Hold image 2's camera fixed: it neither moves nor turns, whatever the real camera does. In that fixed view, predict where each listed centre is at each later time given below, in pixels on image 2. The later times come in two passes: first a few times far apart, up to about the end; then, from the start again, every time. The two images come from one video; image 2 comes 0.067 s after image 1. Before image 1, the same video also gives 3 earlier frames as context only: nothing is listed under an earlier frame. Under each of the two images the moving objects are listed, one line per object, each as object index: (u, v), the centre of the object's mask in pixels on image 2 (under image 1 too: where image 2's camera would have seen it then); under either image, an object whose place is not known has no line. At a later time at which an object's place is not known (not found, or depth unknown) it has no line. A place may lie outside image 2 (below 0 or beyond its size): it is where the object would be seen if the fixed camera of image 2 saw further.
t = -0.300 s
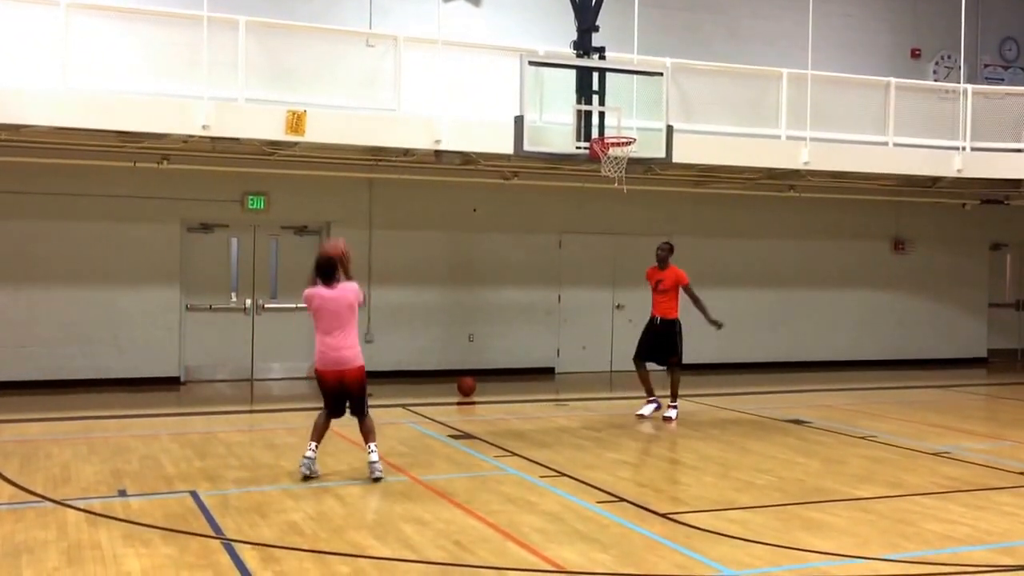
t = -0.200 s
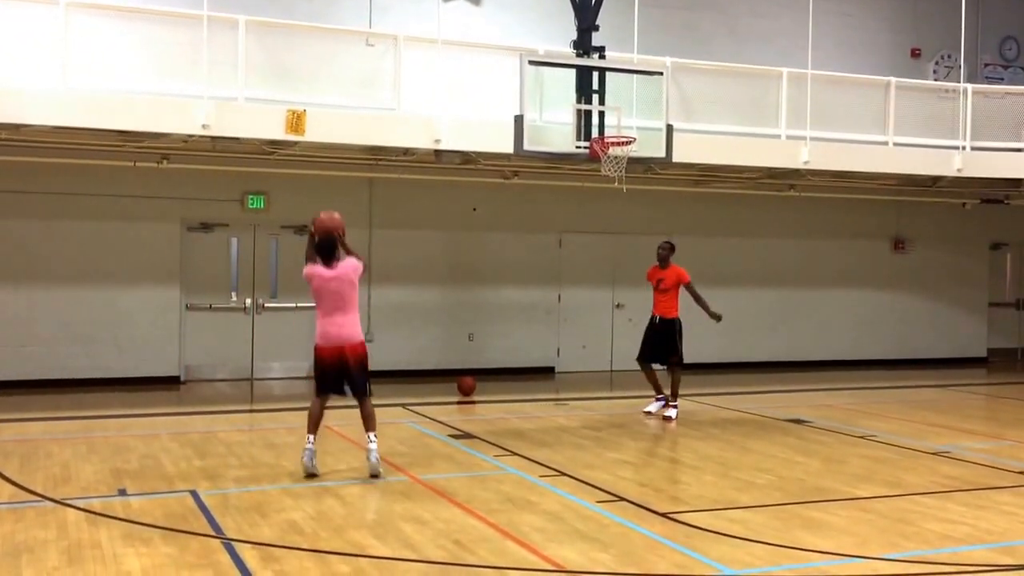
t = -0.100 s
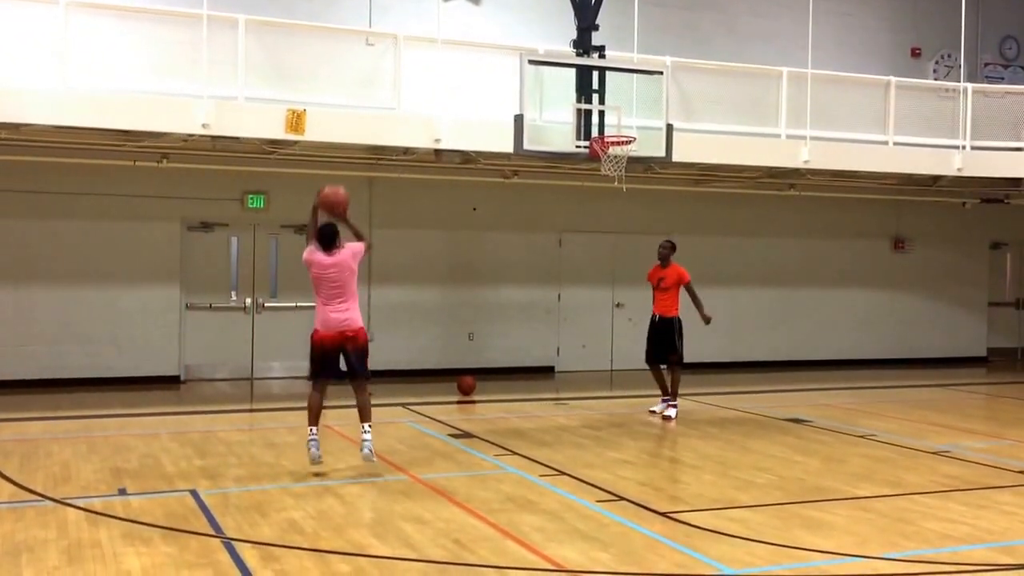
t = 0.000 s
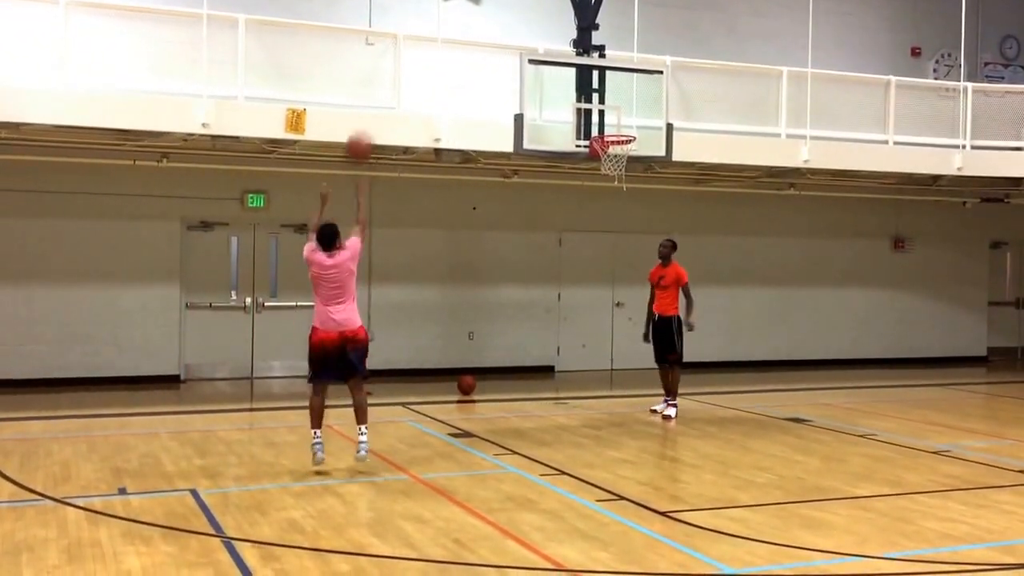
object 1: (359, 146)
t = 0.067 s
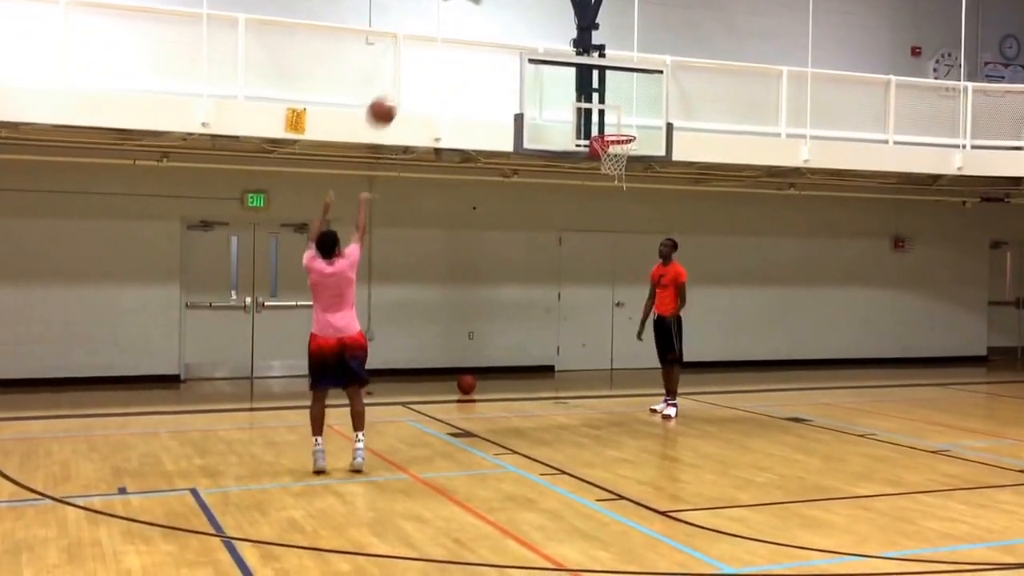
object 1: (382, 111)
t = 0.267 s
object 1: (442, 42)
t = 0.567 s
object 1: (517, 26)
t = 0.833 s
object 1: (570, 83)
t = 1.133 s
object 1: (631, 165)
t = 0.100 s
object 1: (392, 96)
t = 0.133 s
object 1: (402, 82)
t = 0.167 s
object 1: (413, 69)
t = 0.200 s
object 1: (423, 58)
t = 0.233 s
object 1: (433, 49)
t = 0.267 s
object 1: (442, 42)
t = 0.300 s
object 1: (451, 35)
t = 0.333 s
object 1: (460, 29)
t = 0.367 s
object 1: (469, 25)
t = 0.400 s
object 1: (478, 22)
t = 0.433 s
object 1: (486, 21)
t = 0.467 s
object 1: (494, 20)
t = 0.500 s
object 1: (502, 21)
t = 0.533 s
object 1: (510, 23)
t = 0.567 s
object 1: (517, 26)
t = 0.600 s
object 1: (524, 30)
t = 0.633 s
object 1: (532, 35)
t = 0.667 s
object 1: (538, 41)
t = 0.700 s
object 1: (545, 47)
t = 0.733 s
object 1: (552, 55)
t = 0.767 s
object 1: (558, 63)
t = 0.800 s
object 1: (564, 73)
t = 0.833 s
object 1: (570, 83)
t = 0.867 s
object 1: (577, 94)
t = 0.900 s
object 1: (582, 103)
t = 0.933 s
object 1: (590, 110)
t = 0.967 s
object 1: (599, 119)
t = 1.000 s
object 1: (608, 128)
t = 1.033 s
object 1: (616, 132)
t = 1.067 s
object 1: (625, 152)
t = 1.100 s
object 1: (628, 160)
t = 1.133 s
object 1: (631, 165)
